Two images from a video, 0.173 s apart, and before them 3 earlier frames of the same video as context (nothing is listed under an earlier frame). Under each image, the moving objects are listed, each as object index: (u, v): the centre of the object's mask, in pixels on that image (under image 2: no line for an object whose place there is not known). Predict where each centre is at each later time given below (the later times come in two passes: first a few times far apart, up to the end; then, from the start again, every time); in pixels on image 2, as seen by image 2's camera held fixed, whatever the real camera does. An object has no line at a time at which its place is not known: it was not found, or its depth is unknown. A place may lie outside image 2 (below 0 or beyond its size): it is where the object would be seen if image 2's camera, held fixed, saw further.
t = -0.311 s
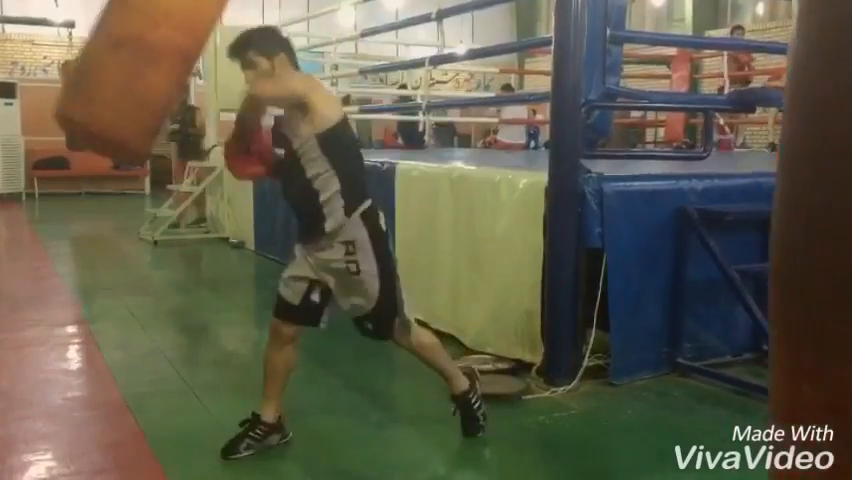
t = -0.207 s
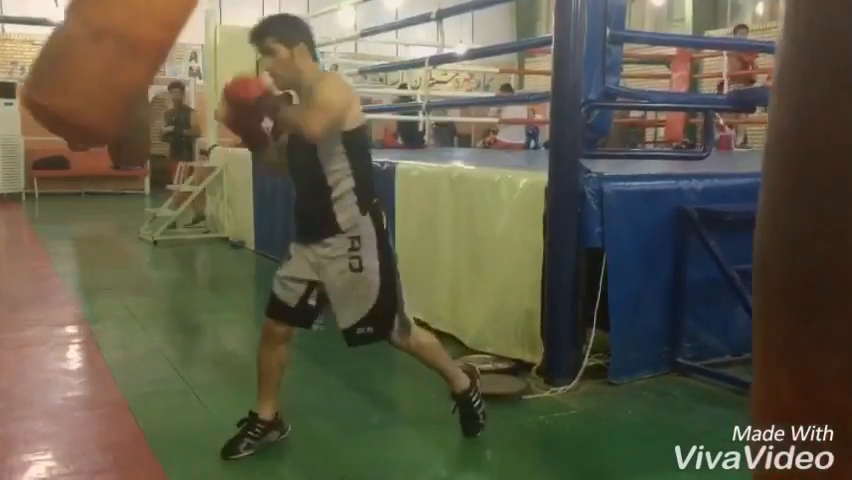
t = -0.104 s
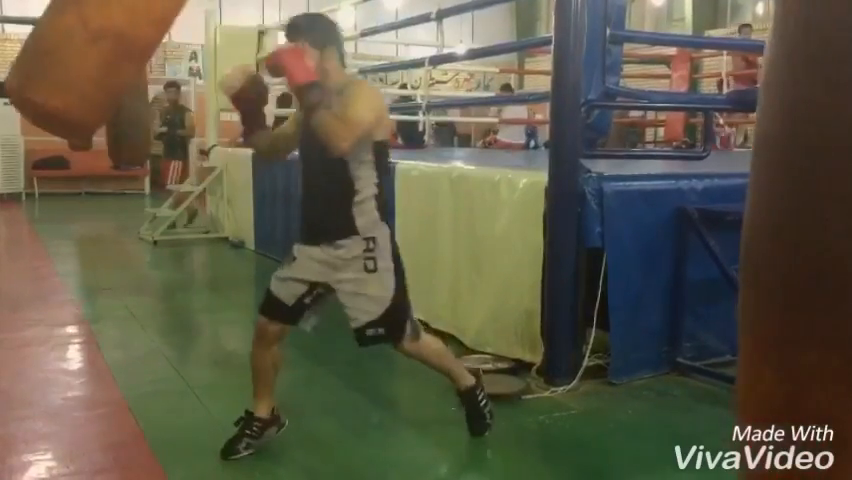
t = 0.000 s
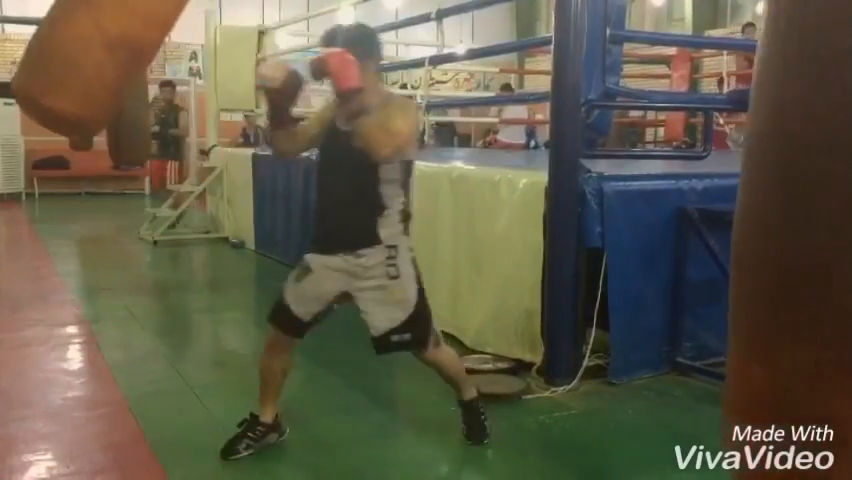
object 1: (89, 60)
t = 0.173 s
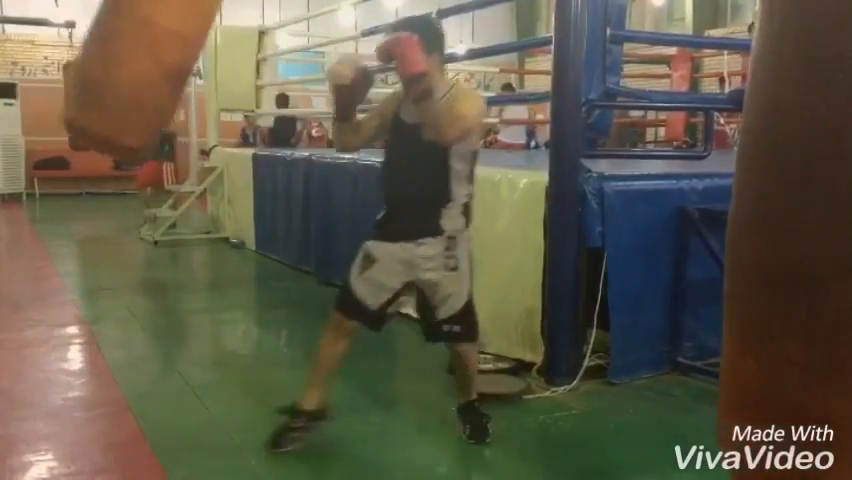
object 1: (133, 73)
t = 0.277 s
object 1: (179, 82)
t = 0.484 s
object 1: (282, 90)
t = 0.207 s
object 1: (149, 75)
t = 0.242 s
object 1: (163, 79)
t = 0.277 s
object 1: (179, 82)
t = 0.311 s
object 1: (193, 85)
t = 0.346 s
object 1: (212, 87)
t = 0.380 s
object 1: (228, 89)
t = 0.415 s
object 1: (247, 90)
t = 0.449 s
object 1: (264, 90)
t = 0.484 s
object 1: (282, 90)
